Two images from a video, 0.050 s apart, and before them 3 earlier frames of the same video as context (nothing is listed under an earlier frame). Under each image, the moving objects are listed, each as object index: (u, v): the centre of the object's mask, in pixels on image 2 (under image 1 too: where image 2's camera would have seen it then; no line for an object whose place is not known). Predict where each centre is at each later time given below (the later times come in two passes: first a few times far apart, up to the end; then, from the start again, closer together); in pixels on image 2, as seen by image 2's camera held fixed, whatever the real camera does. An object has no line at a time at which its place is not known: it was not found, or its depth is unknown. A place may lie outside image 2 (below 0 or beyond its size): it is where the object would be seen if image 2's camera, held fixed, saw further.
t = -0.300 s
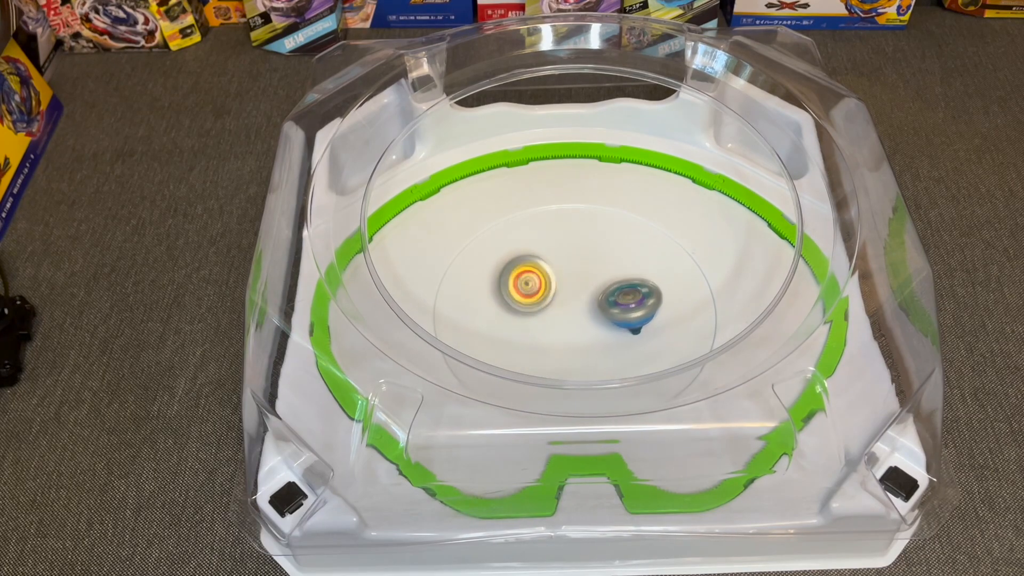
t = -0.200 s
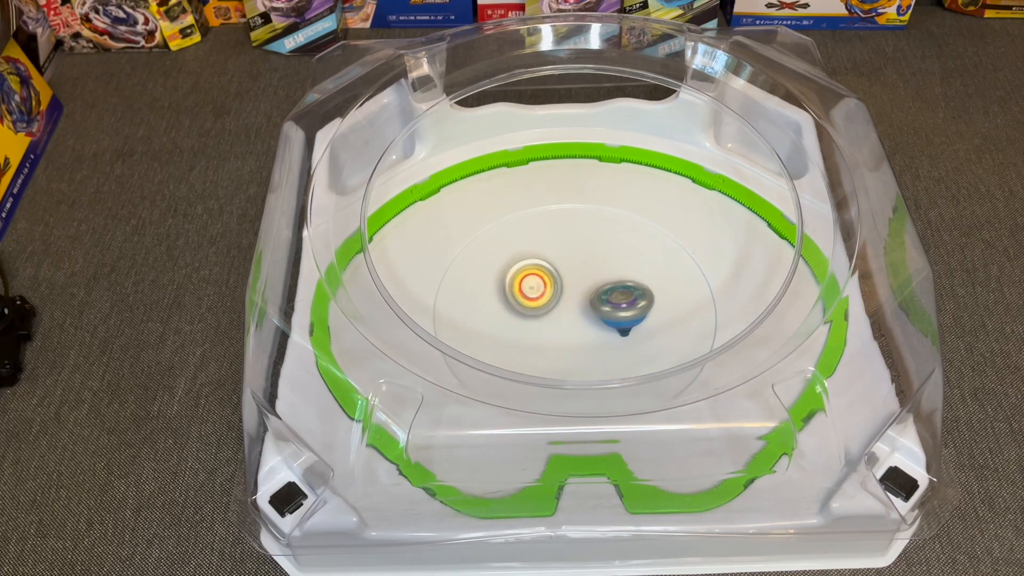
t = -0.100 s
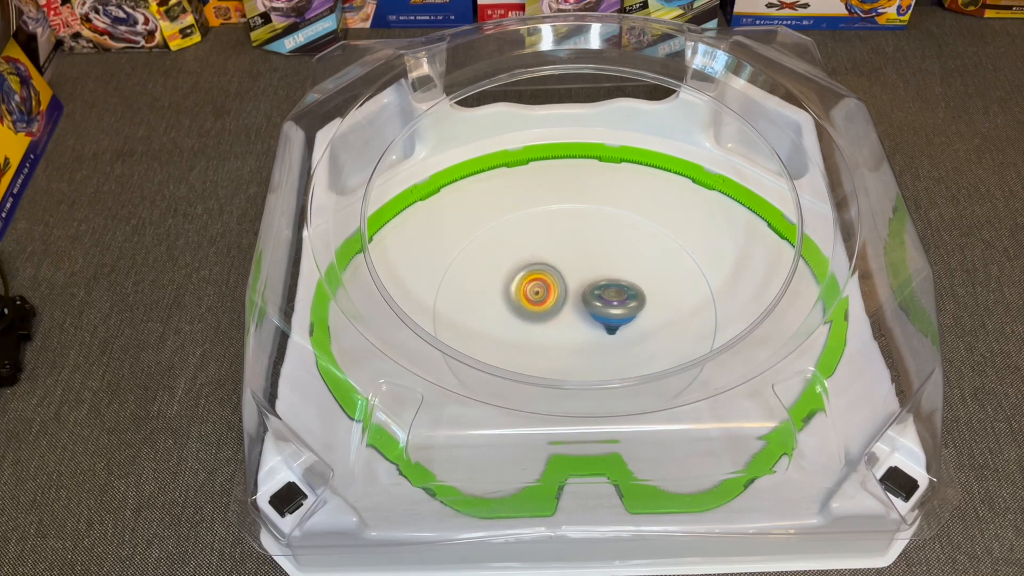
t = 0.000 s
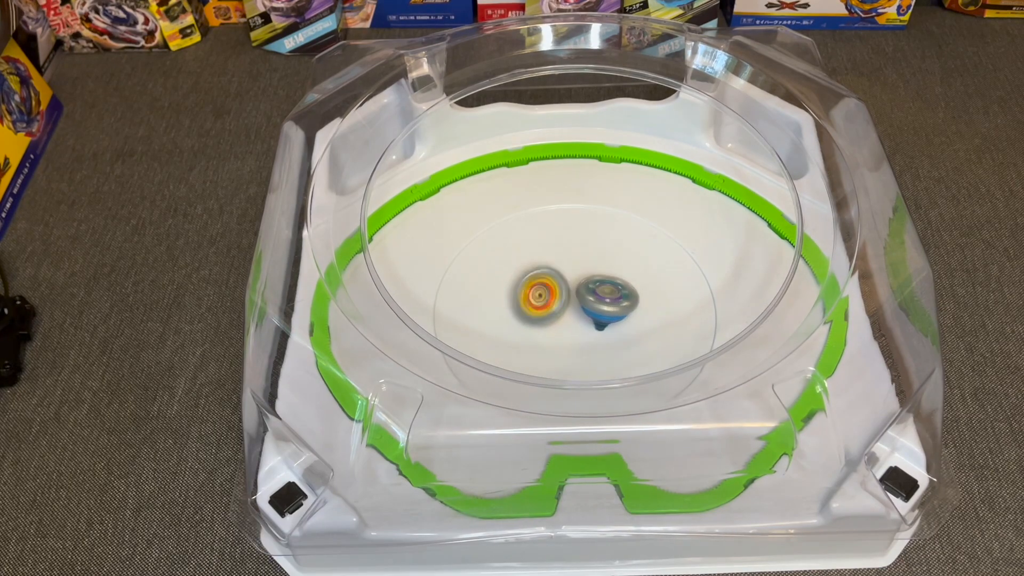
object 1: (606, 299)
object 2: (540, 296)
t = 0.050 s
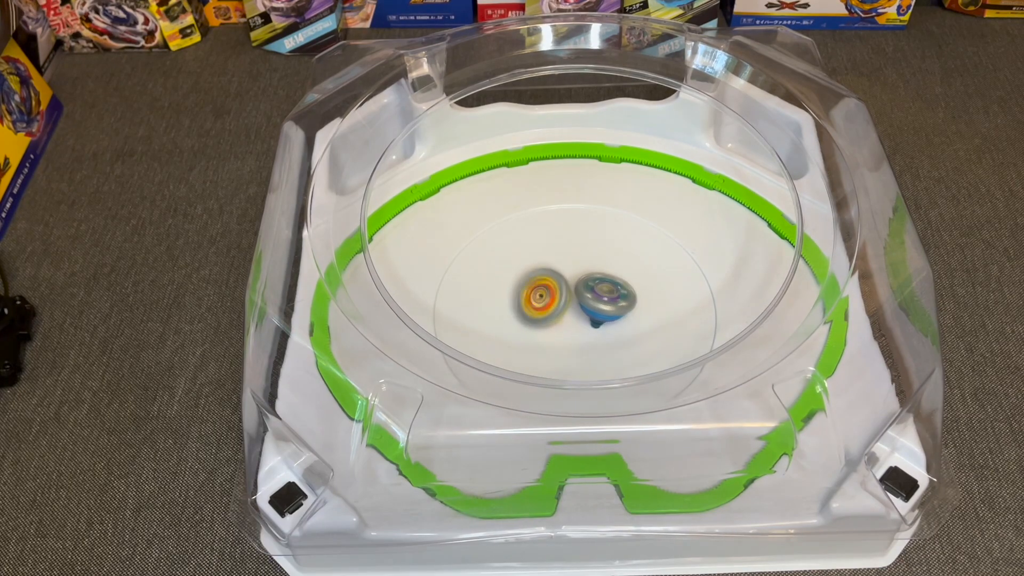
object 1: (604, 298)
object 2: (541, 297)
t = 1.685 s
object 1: (604, 282)
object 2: (539, 318)
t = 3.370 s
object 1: (586, 246)
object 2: (570, 309)
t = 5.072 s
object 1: (587, 244)
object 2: (551, 310)
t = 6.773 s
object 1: (744, 211)
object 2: (378, 276)
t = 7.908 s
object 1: (564, 341)
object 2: (603, 230)
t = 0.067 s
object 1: (603, 297)
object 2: (542, 298)
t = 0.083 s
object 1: (603, 296)
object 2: (542, 299)
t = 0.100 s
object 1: (602, 296)
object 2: (543, 299)
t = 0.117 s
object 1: (601, 295)
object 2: (543, 299)
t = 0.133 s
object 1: (608, 293)
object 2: (538, 301)
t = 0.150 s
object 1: (617, 292)
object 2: (530, 299)
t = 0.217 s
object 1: (644, 287)
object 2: (503, 300)
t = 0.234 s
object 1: (648, 285)
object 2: (498, 301)
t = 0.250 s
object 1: (652, 283)
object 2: (494, 301)
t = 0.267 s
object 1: (654, 281)
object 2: (490, 301)
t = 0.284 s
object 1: (656, 279)
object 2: (487, 303)
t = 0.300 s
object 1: (656, 277)
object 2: (483, 307)
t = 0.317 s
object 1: (657, 275)
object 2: (481, 307)
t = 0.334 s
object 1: (657, 273)
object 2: (479, 310)
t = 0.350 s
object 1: (656, 272)
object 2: (477, 313)
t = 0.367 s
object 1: (656, 271)
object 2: (476, 313)
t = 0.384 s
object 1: (655, 270)
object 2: (476, 315)
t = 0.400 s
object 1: (654, 269)
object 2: (476, 319)
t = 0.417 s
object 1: (653, 269)
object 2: (477, 319)
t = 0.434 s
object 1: (652, 268)
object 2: (478, 320)
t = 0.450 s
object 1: (650, 268)
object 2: (480, 322)
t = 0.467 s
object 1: (649, 268)
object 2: (482, 321)
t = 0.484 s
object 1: (647, 268)
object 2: (484, 321)
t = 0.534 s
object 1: (642, 268)
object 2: (494, 320)
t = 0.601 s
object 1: (634, 268)
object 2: (510, 317)
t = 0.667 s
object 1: (628, 269)
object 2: (526, 313)
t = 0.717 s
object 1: (623, 269)
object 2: (538, 309)
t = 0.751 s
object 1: (619, 269)
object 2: (545, 307)
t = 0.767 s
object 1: (617, 270)
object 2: (549, 305)
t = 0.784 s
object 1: (615, 269)
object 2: (552, 304)
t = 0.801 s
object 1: (614, 270)
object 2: (555, 303)
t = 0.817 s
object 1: (613, 270)
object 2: (558, 302)
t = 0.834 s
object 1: (611, 270)
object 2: (560, 301)
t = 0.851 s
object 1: (610, 271)
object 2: (562, 301)
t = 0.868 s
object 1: (610, 272)
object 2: (562, 301)
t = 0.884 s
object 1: (613, 271)
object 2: (561, 300)
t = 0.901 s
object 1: (615, 271)
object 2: (560, 299)
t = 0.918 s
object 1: (616, 272)
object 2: (559, 301)
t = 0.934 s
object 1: (616, 273)
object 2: (559, 299)
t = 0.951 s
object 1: (616, 274)
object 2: (558, 299)
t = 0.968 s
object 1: (615, 274)
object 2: (558, 299)
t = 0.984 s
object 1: (615, 275)
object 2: (558, 299)
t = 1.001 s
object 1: (614, 275)
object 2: (559, 299)
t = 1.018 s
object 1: (619, 276)
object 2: (552, 300)
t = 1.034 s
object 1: (626, 277)
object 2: (546, 294)
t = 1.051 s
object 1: (635, 277)
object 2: (540, 290)
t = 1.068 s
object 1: (639, 277)
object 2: (533, 287)
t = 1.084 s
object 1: (643, 278)
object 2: (530, 286)
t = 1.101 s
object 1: (645, 279)
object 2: (525, 288)
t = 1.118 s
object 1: (646, 280)
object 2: (521, 289)
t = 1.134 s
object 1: (647, 281)
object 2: (517, 288)
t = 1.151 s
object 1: (646, 281)
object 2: (515, 288)
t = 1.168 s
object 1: (645, 282)
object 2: (513, 289)
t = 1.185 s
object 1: (644, 283)
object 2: (511, 288)
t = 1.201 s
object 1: (643, 283)
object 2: (509, 289)
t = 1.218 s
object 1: (642, 283)
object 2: (509, 290)
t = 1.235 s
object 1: (641, 284)
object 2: (509, 290)
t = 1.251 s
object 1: (640, 284)
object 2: (509, 291)
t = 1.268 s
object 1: (638, 284)
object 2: (510, 292)
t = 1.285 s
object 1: (636, 284)
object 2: (510, 292)
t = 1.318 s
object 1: (634, 284)
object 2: (512, 294)
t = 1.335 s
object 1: (632, 284)
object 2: (513, 294)
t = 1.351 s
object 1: (631, 285)
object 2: (514, 295)
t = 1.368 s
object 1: (630, 285)
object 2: (514, 296)
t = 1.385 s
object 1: (628, 285)
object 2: (516, 297)
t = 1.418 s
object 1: (625, 285)
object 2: (519, 299)
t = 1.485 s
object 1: (619, 285)
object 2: (525, 304)
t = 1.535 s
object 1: (616, 285)
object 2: (531, 308)
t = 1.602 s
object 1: (610, 284)
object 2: (535, 313)
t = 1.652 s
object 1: (607, 282)
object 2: (537, 316)
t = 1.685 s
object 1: (604, 282)
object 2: (539, 318)
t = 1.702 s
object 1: (603, 281)
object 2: (539, 318)
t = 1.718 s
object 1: (602, 281)
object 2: (540, 319)
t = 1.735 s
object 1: (602, 280)
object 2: (541, 319)
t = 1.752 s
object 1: (601, 280)
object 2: (541, 319)
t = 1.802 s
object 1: (599, 278)
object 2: (543, 319)
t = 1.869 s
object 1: (597, 275)
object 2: (546, 318)
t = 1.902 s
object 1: (597, 274)
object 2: (547, 317)
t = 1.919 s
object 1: (597, 274)
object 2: (548, 317)
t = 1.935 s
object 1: (596, 273)
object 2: (548, 316)
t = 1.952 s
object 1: (597, 273)
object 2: (549, 316)
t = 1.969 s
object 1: (597, 273)
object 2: (549, 316)
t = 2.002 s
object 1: (597, 273)
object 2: (551, 315)
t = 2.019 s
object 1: (596, 273)
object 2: (552, 314)
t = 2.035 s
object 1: (596, 273)
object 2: (553, 313)
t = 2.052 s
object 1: (596, 273)
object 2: (554, 312)
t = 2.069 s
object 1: (597, 272)
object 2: (552, 313)
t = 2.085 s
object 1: (604, 270)
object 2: (548, 311)
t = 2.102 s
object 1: (610, 270)
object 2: (543, 311)
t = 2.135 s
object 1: (620, 266)
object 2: (536, 313)
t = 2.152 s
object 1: (624, 266)
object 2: (534, 313)
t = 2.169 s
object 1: (627, 265)
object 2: (533, 313)
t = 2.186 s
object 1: (630, 263)
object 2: (533, 313)
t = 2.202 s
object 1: (632, 263)
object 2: (533, 313)
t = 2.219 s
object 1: (633, 262)
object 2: (533, 312)
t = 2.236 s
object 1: (633, 261)
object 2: (535, 312)
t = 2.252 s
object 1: (634, 260)
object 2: (536, 312)
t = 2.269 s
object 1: (635, 260)
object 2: (537, 311)
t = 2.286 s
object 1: (635, 261)
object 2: (538, 311)
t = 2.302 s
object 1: (634, 261)
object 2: (539, 311)
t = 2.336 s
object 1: (633, 261)
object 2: (542, 311)
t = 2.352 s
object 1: (633, 262)
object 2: (543, 311)
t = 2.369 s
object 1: (632, 262)
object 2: (545, 311)
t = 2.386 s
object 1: (631, 263)
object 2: (547, 311)
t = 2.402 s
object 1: (630, 263)
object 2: (548, 311)
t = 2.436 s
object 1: (626, 265)
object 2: (550, 310)
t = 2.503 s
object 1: (622, 267)
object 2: (558, 309)
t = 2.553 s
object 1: (619, 270)
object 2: (563, 307)
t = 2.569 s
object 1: (618, 270)
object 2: (566, 307)
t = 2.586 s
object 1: (617, 271)
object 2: (568, 306)
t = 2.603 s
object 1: (621, 271)
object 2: (566, 307)
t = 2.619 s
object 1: (626, 267)
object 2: (559, 308)
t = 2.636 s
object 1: (633, 263)
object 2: (553, 312)
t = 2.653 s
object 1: (639, 260)
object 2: (546, 317)
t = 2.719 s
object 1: (650, 254)
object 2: (526, 324)
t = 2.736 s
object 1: (650, 254)
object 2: (523, 323)
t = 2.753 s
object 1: (650, 254)
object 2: (520, 325)
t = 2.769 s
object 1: (651, 254)
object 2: (518, 325)
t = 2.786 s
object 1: (649, 255)
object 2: (516, 325)
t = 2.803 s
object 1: (648, 256)
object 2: (516, 325)
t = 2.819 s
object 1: (646, 256)
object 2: (516, 325)
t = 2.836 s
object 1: (645, 257)
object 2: (517, 324)
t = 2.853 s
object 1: (643, 257)
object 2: (517, 325)
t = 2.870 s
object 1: (642, 258)
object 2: (518, 324)
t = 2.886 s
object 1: (640, 258)
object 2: (519, 324)
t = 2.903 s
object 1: (638, 259)
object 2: (520, 323)
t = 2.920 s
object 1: (636, 260)
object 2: (521, 323)
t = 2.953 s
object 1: (631, 261)
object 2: (523, 322)
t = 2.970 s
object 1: (630, 261)
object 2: (523, 321)
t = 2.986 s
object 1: (627, 262)
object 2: (525, 320)
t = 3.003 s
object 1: (624, 262)
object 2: (526, 319)
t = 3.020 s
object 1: (621, 262)
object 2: (527, 318)
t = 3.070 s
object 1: (613, 262)
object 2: (532, 316)
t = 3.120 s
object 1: (603, 262)
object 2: (537, 312)
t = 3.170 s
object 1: (595, 260)
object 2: (544, 309)
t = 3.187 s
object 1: (593, 260)
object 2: (546, 308)
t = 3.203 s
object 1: (591, 260)
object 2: (550, 307)
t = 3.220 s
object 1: (588, 259)
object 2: (552, 306)
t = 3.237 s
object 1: (586, 258)
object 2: (555, 305)
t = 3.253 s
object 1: (585, 257)
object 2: (557, 304)
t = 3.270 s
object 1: (583, 257)
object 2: (560, 303)
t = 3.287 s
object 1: (582, 256)
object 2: (562, 303)
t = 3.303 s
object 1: (581, 255)
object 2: (566, 302)
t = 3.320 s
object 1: (581, 253)
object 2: (567, 305)
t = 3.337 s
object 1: (583, 251)
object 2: (568, 305)
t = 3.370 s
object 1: (586, 246)
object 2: (570, 309)
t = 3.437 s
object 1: (586, 239)
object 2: (575, 315)
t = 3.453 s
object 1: (586, 238)
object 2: (576, 316)
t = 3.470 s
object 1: (586, 238)
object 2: (577, 318)
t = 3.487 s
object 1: (587, 237)
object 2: (578, 320)
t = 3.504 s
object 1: (587, 237)
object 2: (578, 321)
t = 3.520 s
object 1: (587, 238)
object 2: (579, 322)
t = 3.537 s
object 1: (587, 238)
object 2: (578, 323)
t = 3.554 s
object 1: (587, 238)
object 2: (579, 323)
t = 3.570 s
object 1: (587, 239)
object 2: (579, 323)
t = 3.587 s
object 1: (586, 240)
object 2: (579, 323)
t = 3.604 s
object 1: (586, 240)
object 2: (579, 323)
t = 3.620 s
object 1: (585, 241)
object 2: (579, 323)
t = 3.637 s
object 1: (585, 241)
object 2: (580, 322)
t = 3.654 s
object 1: (585, 243)
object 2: (580, 322)
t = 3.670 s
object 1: (584, 243)
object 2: (581, 322)
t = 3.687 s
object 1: (584, 245)
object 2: (581, 321)
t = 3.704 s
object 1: (583, 246)
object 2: (581, 321)
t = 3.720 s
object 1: (582, 248)
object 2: (580, 321)
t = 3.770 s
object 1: (580, 253)
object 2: (579, 321)
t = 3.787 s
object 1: (580, 255)
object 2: (579, 321)
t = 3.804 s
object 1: (579, 256)
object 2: (578, 320)
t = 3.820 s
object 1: (578, 257)
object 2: (578, 320)
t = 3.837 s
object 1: (578, 258)
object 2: (577, 320)
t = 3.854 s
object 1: (577, 260)
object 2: (576, 319)
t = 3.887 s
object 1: (576, 261)
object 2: (576, 319)
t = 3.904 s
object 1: (576, 262)
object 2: (575, 318)
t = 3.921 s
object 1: (576, 263)
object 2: (575, 317)
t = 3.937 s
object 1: (579, 259)
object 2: (572, 324)
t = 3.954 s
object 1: (582, 250)
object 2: (567, 332)
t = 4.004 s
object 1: (595, 230)
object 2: (553, 359)
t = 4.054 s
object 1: (602, 217)
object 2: (545, 381)
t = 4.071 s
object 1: (603, 215)
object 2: (543, 386)
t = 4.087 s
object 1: (603, 215)
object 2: (541, 392)
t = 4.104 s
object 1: (604, 214)
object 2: (538, 400)
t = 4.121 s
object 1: (605, 215)
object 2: (534, 403)
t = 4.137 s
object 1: (604, 215)
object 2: (529, 408)
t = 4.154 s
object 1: (603, 217)
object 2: (526, 413)
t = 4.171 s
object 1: (603, 218)
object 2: (522, 418)
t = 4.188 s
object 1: (601, 219)
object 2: (518, 424)
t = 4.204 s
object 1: (601, 220)
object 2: (513, 426)
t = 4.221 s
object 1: (598, 222)
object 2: (507, 429)
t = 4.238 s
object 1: (597, 223)
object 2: (501, 434)
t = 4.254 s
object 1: (597, 224)
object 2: (495, 434)
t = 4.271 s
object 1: (596, 225)
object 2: (489, 434)
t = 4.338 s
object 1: (591, 230)
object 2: (464, 436)
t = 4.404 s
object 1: (587, 235)
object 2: (442, 429)
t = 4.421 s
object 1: (585, 236)
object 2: (435, 428)
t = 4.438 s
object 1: (585, 237)
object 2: (430, 426)
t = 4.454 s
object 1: (584, 238)
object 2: (428, 418)
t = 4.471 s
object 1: (584, 239)
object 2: (425, 415)
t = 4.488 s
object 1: (583, 239)
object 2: (423, 414)
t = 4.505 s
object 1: (583, 240)
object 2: (420, 408)
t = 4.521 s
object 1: (581, 241)
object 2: (416, 404)
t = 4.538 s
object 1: (582, 242)
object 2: (414, 402)
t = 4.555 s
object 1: (581, 242)
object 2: (413, 398)
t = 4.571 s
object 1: (581, 243)
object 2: (411, 394)
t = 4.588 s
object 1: (581, 243)
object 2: (413, 387)
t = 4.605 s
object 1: (580, 244)
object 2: (412, 379)
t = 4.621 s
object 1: (580, 244)
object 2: (416, 366)
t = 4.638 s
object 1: (580, 245)
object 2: (416, 365)
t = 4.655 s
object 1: (580, 246)
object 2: (416, 360)
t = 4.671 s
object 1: (580, 246)
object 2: (417, 356)
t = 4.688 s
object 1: (580, 247)
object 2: (422, 346)
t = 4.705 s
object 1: (579, 248)
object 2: (425, 343)
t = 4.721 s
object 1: (580, 248)
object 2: (427, 342)
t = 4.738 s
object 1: (579, 249)
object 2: (433, 331)
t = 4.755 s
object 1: (579, 249)
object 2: (437, 326)
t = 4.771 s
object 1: (578, 249)
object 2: (444, 317)
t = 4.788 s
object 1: (578, 250)
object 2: (449, 314)
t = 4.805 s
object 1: (577, 250)
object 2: (454, 313)
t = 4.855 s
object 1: (575, 251)
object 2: (474, 302)
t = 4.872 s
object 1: (575, 251)
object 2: (481, 300)
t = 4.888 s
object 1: (574, 252)
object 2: (489, 297)
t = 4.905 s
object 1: (574, 252)
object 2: (496, 295)
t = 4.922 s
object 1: (573, 252)
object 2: (504, 294)
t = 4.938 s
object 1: (573, 252)
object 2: (510, 293)
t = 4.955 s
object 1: (572, 253)
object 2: (518, 293)
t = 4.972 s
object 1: (572, 253)
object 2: (525, 293)
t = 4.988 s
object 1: (573, 251)
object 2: (531, 294)
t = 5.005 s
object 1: (577, 248)
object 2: (534, 298)
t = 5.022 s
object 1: (581, 246)
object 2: (537, 301)
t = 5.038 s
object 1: (583, 244)
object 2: (542, 306)
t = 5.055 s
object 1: (586, 244)
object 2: (547, 308)
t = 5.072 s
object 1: (587, 244)
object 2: (551, 310)
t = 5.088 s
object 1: (589, 244)
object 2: (555, 315)
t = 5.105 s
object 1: (588, 245)
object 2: (560, 317)
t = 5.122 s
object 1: (588, 246)
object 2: (564, 319)
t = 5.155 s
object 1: (587, 248)
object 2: (572, 326)
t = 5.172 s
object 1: (587, 249)
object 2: (575, 329)
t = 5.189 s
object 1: (586, 250)
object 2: (579, 331)
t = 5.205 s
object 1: (585, 251)
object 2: (581, 334)
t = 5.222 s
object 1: (584, 252)
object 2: (582, 336)
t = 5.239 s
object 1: (583, 253)
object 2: (585, 339)
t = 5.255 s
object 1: (582, 253)
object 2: (586, 340)
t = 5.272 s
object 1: (582, 254)
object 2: (586, 342)
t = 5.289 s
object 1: (580, 255)
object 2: (587, 344)
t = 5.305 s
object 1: (580, 256)
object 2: (587, 345)
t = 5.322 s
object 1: (579, 257)
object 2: (587, 345)
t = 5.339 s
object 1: (579, 257)
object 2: (587, 346)
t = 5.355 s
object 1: (578, 258)
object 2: (587, 346)
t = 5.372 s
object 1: (577, 258)
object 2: (586, 346)
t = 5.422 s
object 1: (576, 260)
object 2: (585, 345)
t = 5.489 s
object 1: (575, 262)
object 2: (582, 340)
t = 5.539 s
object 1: (574, 263)
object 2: (579, 335)
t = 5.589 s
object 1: (573, 264)
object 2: (573, 329)
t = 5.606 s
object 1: (572, 264)
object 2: (571, 328)
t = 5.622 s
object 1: (571, 265)
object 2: (569, 326)
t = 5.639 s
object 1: (571, 265)
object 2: (567, 322)
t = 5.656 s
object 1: (571, 265)
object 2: (564, 319)
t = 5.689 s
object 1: (571, 263)
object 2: (561, 315)
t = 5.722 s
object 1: (571, 258)
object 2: (557, 315)
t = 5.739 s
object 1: (572, 256)
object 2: (556, 314)
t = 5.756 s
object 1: (571, 255)
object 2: (555, 313)
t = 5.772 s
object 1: (572, 253)
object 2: (556, 313)
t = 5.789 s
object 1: (571, 253)
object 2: (556, 313)
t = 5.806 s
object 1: (571, 252)
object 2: (557, 312)
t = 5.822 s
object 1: (571, 252)
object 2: (557, 312)
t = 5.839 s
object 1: (570, 251)
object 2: (558, 312)
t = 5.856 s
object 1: (570, 251)
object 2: (559, 311)
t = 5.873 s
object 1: (570, 251)
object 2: (560, 310)
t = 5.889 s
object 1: (570, 251)
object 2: (562, 310)
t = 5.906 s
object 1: (570, 251)
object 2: (563, 309)
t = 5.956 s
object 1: (570, 251)
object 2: (569, 306)
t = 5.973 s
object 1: (569, 252)
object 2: (571, 307)
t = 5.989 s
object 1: (570, 251)
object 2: (572, 305)
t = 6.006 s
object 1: (570, 251)
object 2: (574, 308)
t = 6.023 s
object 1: (571, 252)
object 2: (575, 310)
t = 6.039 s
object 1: (571, 252)
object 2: (577, 310)
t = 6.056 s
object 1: (571, 253)
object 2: (579, 311)
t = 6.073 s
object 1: (571, 254)
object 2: (581, 312)
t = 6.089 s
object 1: (570, 255)
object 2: (582, 312)
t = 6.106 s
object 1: (570, 256)
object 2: (584, 313)
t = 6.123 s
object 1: (569, 256)
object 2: (585, 313)
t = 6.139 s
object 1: (568, 257)
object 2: (586, 314)
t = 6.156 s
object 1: (568, 258)
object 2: (585, 315)
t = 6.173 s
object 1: (567, 258)
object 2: (587, 315)
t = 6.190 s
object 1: (567, 259)
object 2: (586, 316)
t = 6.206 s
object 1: (565, 260)
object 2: (586, 316)
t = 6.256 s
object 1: (564, 261)
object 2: (585, 318)
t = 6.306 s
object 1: (562, 263)
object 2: (584, 319)
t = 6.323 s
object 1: (562, 263)
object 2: (583, 319)
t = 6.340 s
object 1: (561, 264)
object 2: (581, 320)
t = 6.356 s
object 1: (562, 264)
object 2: (581, 319)
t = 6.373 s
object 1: (561, 264)
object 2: (580, 319)
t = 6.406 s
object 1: (561, 266)
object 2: (577, 318)
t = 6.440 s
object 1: (561, 268)
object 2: (573, 319)
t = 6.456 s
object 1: (561, 269)
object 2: (572, 318)
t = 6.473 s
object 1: (561, 270)
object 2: (570, 318)
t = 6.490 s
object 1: (562, 270)
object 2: (565, 318)
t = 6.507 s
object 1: (565, 269)
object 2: (561, 318)
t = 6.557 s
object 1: (608, 256)
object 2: (507, 321)
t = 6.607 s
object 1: (657, 237)
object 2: (453, 319)
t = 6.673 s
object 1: (705, 215)
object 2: (417, 304)
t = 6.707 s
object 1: (722, 213)
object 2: (403, 298)
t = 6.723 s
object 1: (729, 211)
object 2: (398, 294)
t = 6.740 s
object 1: (736, 210)
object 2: (390, 290)
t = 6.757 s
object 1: (740, 210)
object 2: (383, 282)
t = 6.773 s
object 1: (744, 211)
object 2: (378, 276)
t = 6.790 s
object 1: (747, 212)
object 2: (370, 272)
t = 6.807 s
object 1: (748, 214)
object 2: (366, 264)
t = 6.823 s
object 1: (749, 215)
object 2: (361, 258)
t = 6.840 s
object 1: (748, 217)
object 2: (360, 253)
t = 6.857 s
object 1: (745, 218)
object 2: (362, 249)
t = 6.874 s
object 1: (743, 219)
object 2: (365, 246)
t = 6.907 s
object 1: (739, 220)
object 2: (372, 244)
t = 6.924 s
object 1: (737, 220)
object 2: (375, 240)
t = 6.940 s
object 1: (735, 220)
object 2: (379, 238)
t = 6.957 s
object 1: (734, 221)
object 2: (382, 237)
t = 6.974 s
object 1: (731, 221)
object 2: (389, 235)
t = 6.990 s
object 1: (731, 221)
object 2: (393, 232)
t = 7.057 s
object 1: (727, 223)
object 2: (412, 226)
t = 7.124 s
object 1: (719, 228)
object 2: (435, 218)
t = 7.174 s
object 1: (709, 231)
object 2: (451, 209)
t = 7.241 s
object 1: (690, 237)
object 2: (474, 199)
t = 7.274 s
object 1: (678, 239)
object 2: (484, 196)
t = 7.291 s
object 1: (669, 241)
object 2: (489, 194)
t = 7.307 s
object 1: (662, 242)
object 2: (493, 191)
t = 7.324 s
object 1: (655, 242)
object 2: (497, 191)
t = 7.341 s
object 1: (646, 243)
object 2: (500, 191)
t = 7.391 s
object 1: (626, 244)
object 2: (513, 191)
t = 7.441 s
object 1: (608, 243)
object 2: (525, 190)
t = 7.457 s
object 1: (604, 244)
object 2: (528, 190)
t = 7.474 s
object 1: (599, 244)
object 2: (531, 191)
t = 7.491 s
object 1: (596, 244)
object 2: (534, 192)
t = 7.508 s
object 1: (592, 245)
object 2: (537, 194)
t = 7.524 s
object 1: (590, 245)
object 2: (540, 197)
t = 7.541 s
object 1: (588, 246)
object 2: (543, 201)
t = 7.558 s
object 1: (587, 246)
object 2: (546, 204)
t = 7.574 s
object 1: (586, 247)
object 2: (549, 207)
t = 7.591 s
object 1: (586, 248)
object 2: (551, 210)
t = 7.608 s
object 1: (586, 249)
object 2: (554, 212)
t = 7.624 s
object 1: (585, 250)
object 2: (558, 215)
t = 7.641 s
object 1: (584, 253)
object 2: (565, 216)
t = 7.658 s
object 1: (581, 257)
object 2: (574, 216)
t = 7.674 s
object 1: (579, 260)
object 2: (580, 218)
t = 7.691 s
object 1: (577, 265)
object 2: (586, 221)
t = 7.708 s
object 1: (575, 273)
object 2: (589, 223)
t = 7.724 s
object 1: (574, 282)
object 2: (592, 224)
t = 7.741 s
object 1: (570, 291)
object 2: (595, 223)
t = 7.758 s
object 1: (568, 299)
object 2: (597, 222)
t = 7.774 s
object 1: (566, 305)
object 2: (599, 222)
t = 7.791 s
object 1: (565, 311)
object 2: (602, 222)
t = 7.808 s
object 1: (564, 317)
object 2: (603, 223)
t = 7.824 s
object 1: (564, 322)
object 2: (604, 225)
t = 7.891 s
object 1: (565, 339)
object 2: (603, 230)
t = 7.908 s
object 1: (564, 341)
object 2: (603, 230)
